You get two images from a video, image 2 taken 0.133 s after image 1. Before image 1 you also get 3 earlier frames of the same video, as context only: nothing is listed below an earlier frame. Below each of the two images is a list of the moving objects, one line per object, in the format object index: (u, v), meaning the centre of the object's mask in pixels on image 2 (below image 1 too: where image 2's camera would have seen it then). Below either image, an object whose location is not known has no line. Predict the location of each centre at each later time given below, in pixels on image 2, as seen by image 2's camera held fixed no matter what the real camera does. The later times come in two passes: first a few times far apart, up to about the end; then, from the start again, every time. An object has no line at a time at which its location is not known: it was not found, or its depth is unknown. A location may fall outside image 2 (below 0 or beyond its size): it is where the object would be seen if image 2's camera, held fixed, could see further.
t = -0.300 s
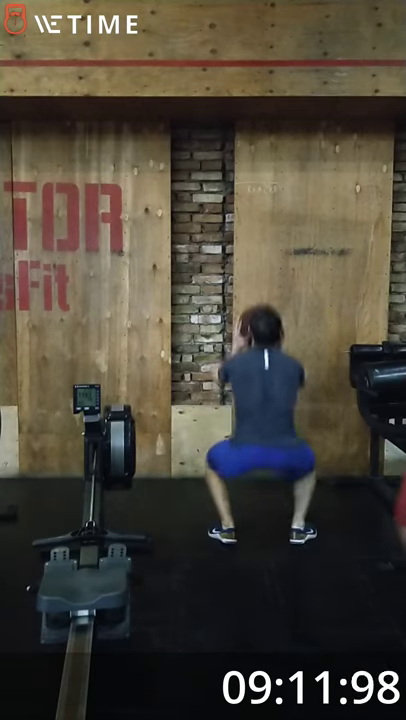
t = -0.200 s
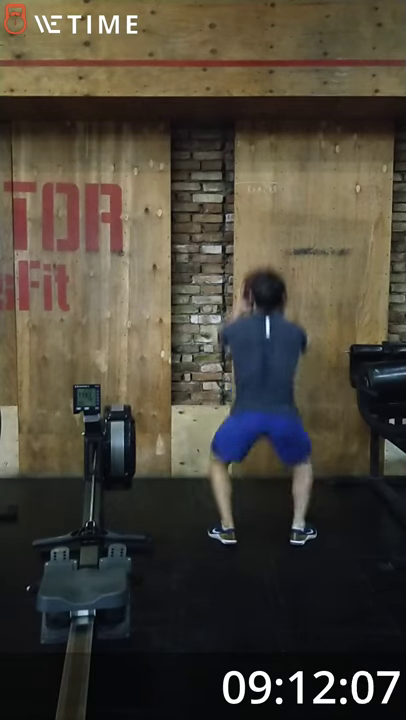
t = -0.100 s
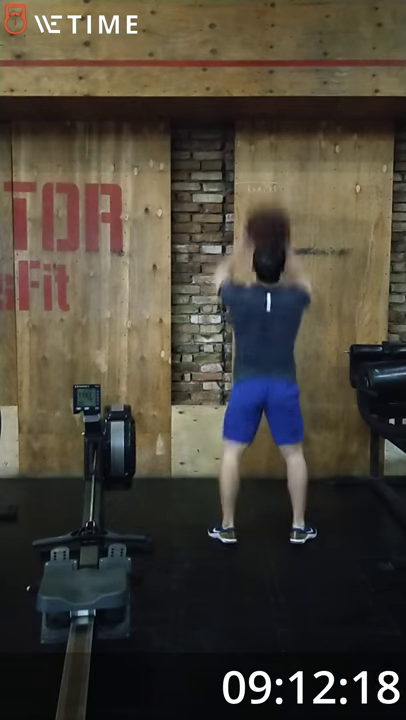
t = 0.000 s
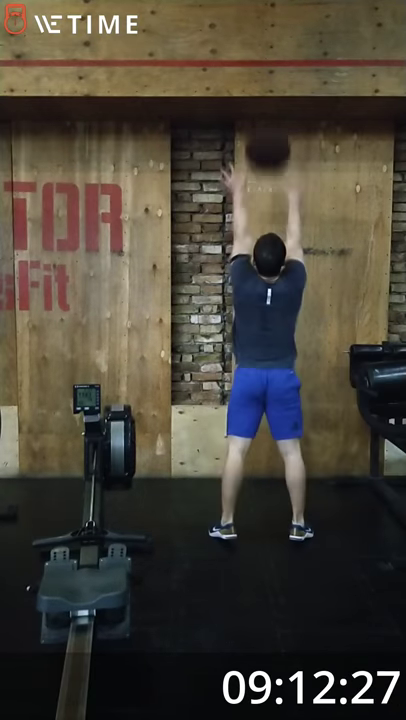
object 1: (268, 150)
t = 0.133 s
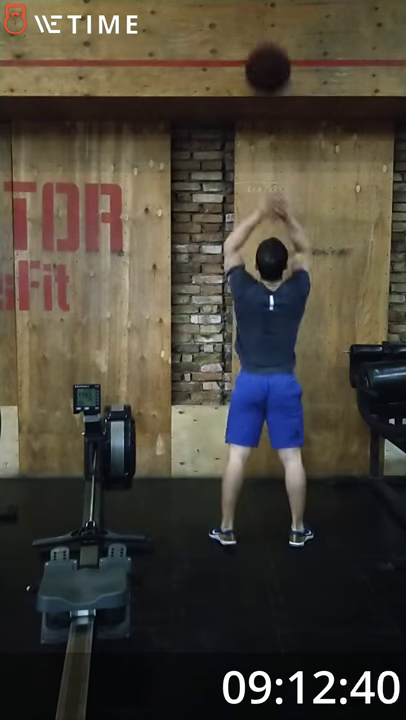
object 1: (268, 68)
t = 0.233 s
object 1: (267, 30)
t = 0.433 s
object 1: (268, 11)
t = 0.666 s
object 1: (272, 31)
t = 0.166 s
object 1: (267, 54)
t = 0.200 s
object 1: (268, 42)
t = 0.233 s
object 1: (267, 30)
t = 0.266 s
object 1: (268, 23)
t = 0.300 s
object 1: (267, 18)
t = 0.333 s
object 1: (267, 16)
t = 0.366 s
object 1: (267, 14)
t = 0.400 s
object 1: (267, 13)
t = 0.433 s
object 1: (268, 11)
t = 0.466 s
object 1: (268, 11)
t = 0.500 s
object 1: (269, 11)
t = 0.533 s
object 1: (269, 12)
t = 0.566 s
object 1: (270, 14)
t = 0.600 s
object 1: (271, 18)
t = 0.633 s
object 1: (271, 22)
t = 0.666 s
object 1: (272, 31)
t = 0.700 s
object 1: (273, 43)
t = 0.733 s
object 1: (273, 56)
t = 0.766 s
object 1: (274, 72)
